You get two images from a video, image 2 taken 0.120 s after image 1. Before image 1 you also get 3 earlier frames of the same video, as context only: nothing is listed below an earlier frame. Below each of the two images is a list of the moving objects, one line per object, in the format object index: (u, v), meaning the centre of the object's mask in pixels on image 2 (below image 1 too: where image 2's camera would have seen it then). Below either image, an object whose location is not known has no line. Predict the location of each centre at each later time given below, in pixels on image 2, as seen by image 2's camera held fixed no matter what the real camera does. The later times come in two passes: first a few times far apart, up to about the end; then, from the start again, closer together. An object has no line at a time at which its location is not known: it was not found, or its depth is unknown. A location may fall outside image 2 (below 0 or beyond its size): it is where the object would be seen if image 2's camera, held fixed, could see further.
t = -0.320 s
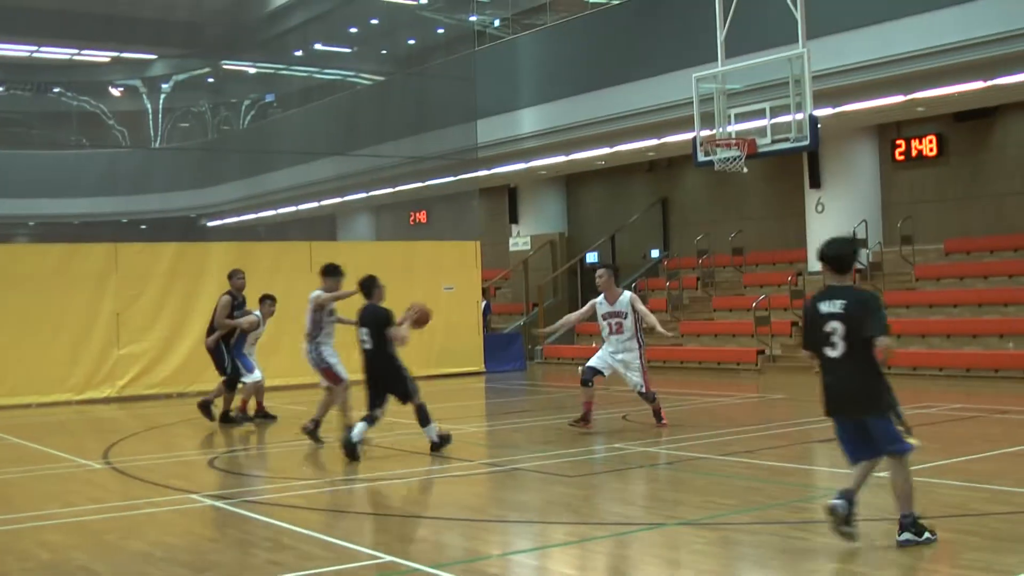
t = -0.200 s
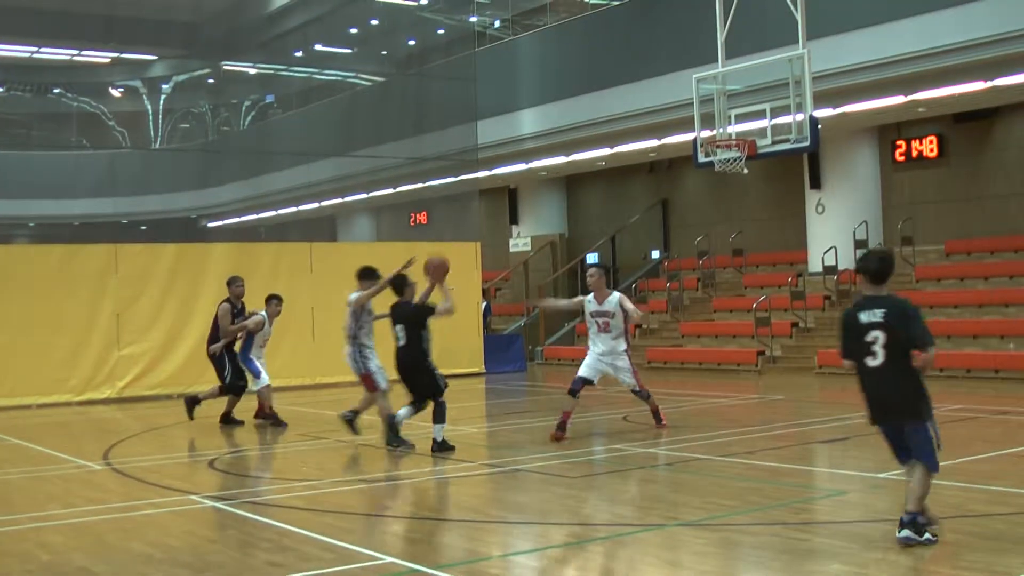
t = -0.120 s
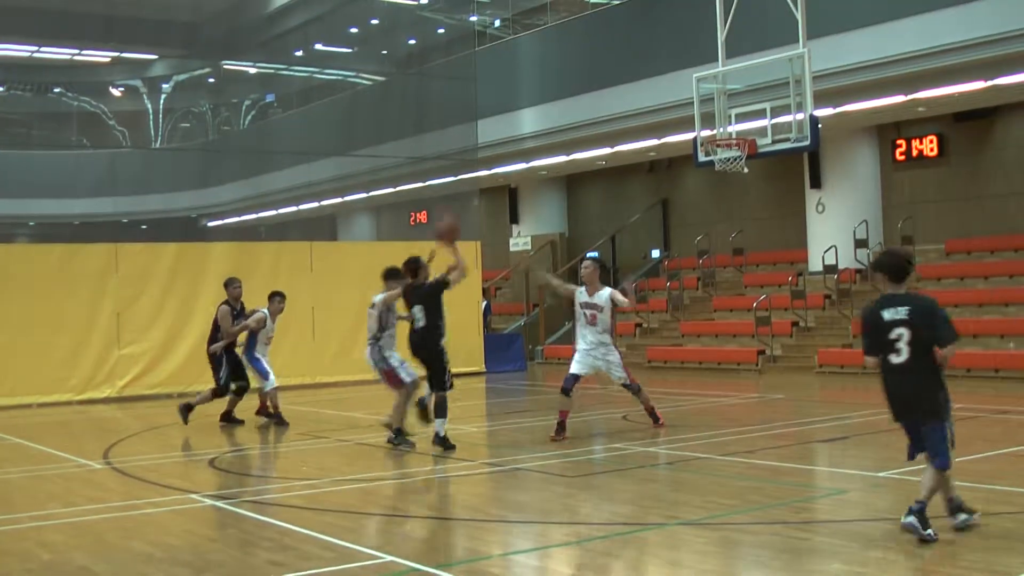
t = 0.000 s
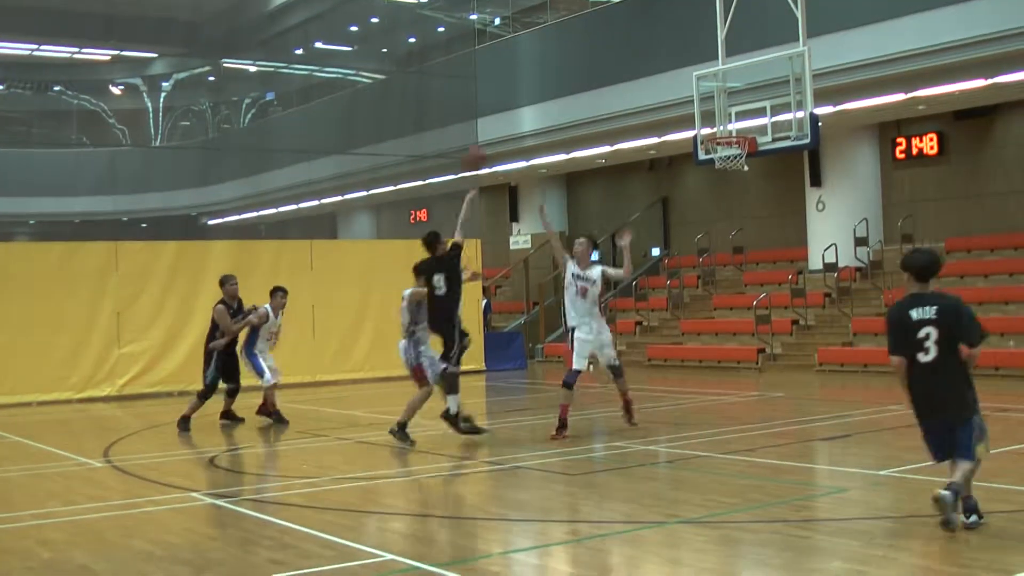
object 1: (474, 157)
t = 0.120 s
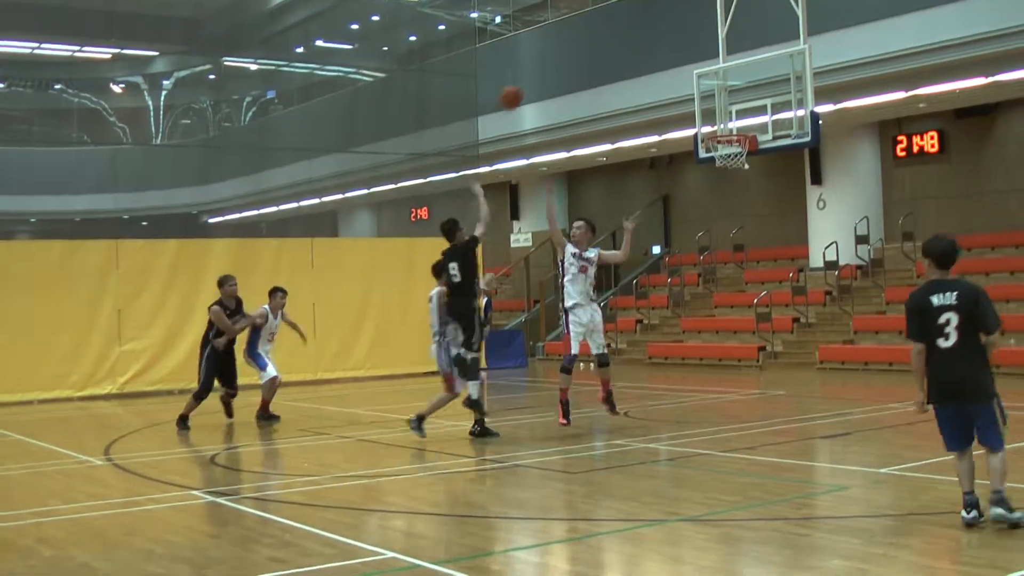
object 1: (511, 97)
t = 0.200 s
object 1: (533, 67)
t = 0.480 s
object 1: (606, 13)
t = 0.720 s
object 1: (664, 25)
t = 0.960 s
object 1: (721, 86)
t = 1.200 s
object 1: (740, 98)
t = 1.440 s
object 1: (729, 81)
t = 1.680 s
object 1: (721, 111)
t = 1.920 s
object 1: (736, 129)
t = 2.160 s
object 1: (724, 114)
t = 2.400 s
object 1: (719, 126)
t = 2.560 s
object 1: (722, 132)
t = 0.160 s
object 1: (521, 81)
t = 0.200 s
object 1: (533, 67)
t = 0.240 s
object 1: (543, 55)
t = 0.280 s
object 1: (554, 44)
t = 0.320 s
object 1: (564, 33)
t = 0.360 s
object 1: (575, 26)
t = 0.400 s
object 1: (586, 21)
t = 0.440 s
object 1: (596, 15)
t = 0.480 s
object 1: (606, 13)
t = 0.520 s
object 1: (616, 11)
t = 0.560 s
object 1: (627, 11)
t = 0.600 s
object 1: (636, 12)
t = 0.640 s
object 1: (646, 15)
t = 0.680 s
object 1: (656, 19)
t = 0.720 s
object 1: (664, 25)
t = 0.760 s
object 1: (674, 31)
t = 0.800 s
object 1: (684, 40)
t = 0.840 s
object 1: (692, 49)
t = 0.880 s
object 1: (702, 61)
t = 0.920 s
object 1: (712, 73)
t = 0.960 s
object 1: (721, 86)
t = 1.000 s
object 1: (729, 100)
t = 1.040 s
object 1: (738, 116)
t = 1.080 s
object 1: (746, 127)
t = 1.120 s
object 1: (744, 116)
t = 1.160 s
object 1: (742, 107)
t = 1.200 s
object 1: (740, 98)
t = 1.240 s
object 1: (738, 93)
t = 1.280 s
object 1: (736, 87)
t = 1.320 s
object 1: (734, 84)
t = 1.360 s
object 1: (732, 82)
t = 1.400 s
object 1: (731, 81)
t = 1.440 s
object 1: (729, 81)
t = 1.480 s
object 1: (727, 82)
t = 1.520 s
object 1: (726, 85)
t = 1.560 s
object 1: (724, 90)
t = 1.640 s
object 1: (721, 103)
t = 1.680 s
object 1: (721, 111)
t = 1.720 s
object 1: (719, 120)
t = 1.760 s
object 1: (720, 128)
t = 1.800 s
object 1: (724, 127)
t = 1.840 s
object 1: (730, 128)
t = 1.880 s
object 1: (735, 129)
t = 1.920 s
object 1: (736, 129)
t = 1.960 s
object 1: (735, 124)
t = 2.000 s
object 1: (732, 118)
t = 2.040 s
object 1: (730, 116)
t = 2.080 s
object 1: (728, 114)
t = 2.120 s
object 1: (726, 114)
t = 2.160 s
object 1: (724, 114)
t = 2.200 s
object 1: (722, 116)
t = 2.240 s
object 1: (719, 119)
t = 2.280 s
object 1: (717, 124)
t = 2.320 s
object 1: (716, 130)
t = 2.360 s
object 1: (718, 128)
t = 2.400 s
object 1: (719, 126)
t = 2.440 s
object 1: (722, 127)
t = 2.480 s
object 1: (723, 128)
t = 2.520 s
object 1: (724, 130)
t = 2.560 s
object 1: (722, 132)
